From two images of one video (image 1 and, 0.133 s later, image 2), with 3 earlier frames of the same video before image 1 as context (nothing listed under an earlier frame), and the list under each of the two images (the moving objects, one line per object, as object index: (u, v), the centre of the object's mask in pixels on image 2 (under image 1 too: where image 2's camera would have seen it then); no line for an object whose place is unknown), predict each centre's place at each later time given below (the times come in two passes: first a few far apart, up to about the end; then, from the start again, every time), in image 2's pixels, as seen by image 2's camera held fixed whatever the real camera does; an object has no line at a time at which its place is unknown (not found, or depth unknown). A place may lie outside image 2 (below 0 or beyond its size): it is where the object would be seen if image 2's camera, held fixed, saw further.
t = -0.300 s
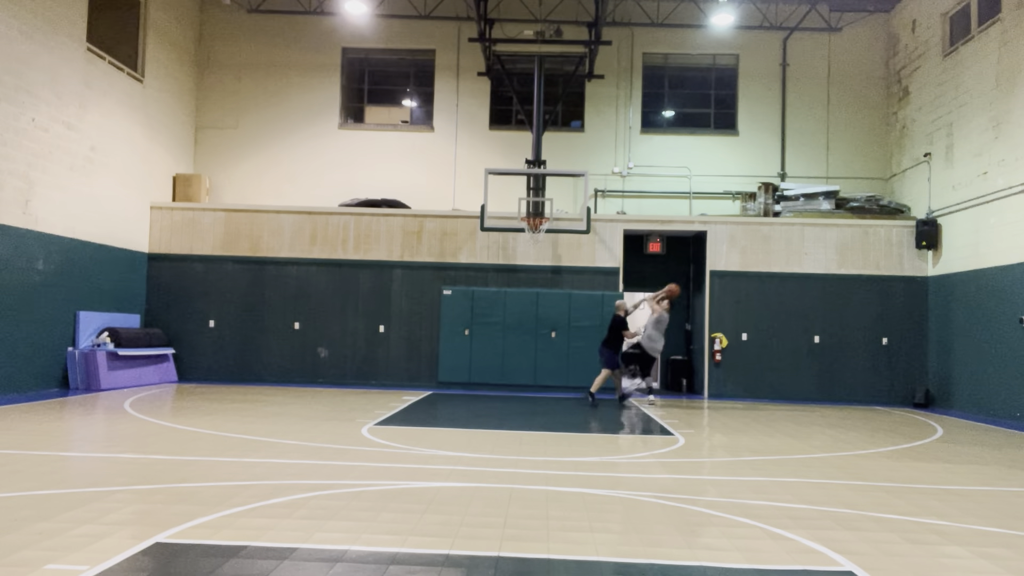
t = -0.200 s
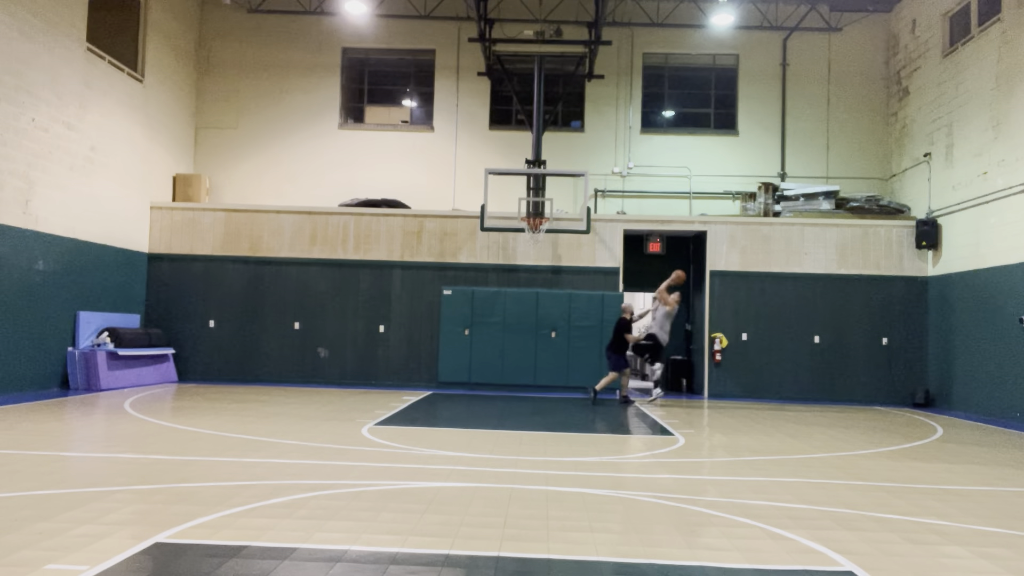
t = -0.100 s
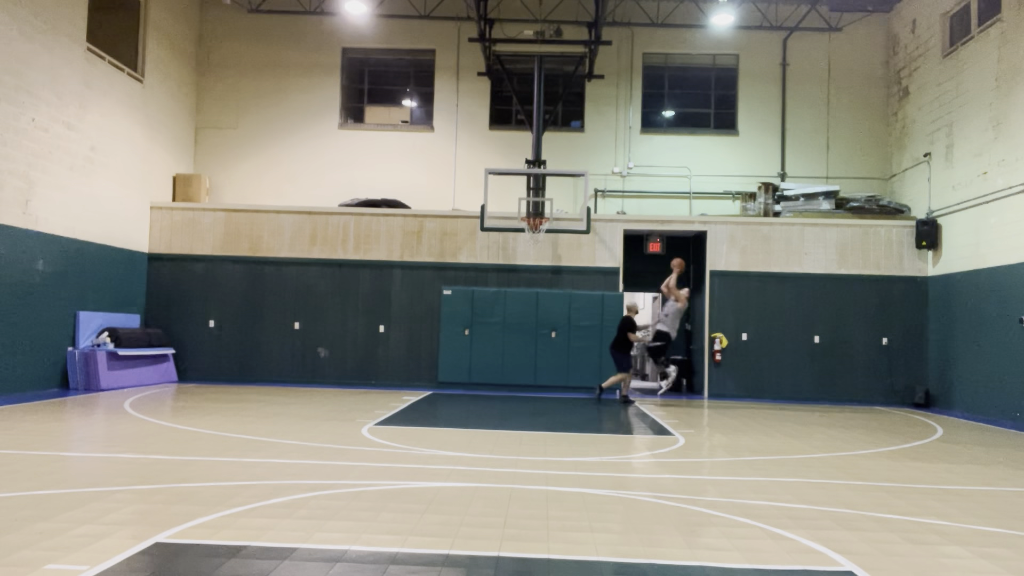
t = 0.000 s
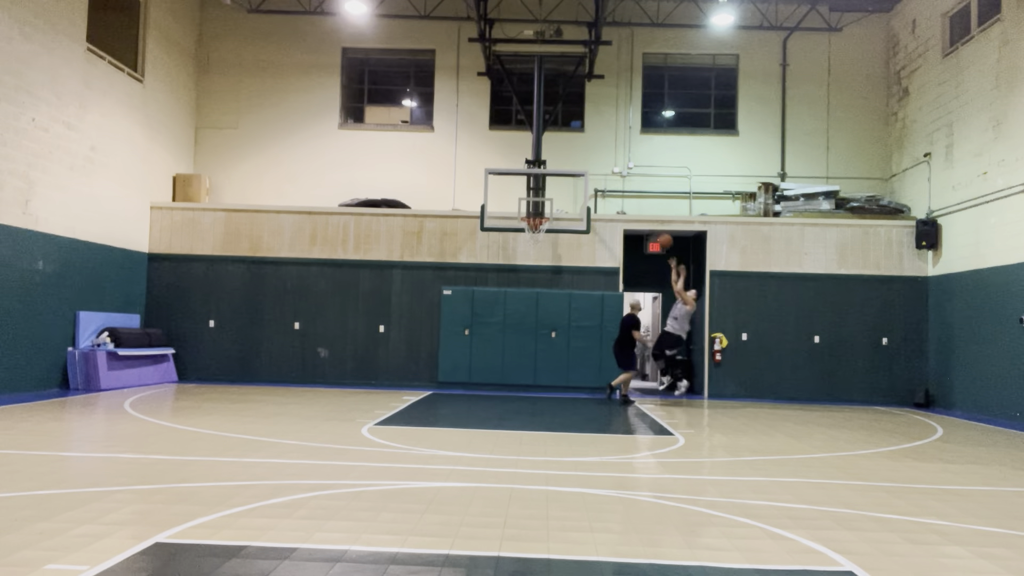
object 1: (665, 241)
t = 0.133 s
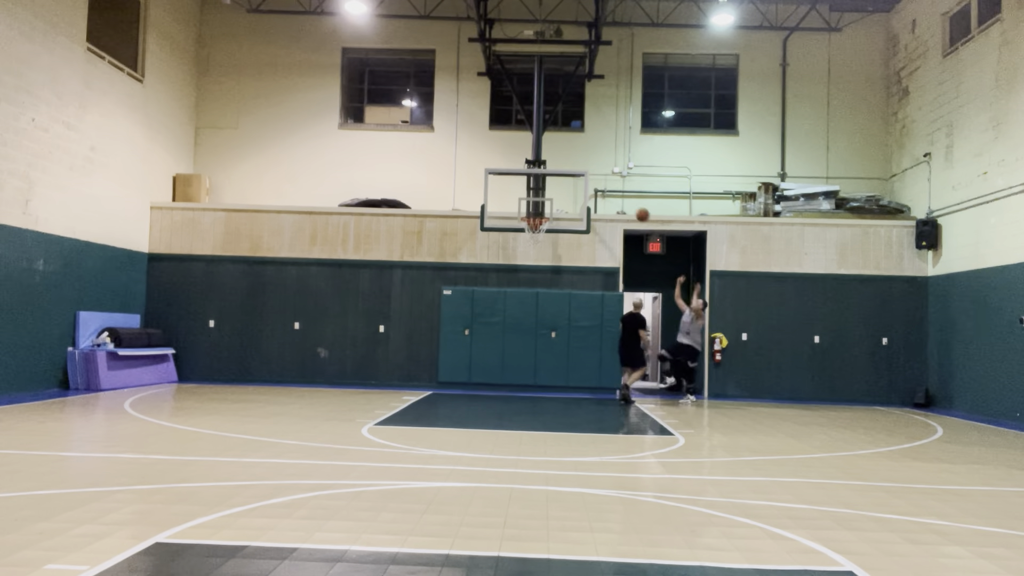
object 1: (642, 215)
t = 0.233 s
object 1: (625, 202)
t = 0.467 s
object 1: (586, 193)
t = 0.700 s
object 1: (546, 213)
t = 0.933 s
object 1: (535, 194)
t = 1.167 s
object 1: (525, 203)
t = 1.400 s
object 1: (512, 220)
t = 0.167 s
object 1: (637, 209)
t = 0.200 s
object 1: (631, 205)
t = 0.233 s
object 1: (625, 202)
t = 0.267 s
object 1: (619, 198)
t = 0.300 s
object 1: (613, 195)
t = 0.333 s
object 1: (608, 194)
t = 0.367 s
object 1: (602, 192)
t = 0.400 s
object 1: (597, 192)
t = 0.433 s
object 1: (591, 192)
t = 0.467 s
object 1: (586, 193)
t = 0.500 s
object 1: (580, 194)
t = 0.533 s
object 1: (574, 196)
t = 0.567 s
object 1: (569, 198)
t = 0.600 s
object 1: (563, 201)
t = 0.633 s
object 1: (557, 205)
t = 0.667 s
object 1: (552, 209)
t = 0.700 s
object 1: (546, 213)
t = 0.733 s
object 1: (544, 210)
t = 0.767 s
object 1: (543, 206)
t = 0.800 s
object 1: (541, 202)
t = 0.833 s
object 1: (540, 199)
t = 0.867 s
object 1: (539, 196)
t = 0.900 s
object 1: (537, 195)
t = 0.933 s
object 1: (535, 194)
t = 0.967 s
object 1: (534, 194)
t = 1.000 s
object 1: (533, 194)
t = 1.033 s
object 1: (531, 195)
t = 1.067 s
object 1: (530, 196)
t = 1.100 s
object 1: (528, 199)
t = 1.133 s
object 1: (526, 200)
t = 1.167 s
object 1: (525, 203)
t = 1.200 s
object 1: (524, 206)
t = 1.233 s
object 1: (523, 209)
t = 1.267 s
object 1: (521, 212)
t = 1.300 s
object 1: (520, 216)
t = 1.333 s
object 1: (517, 218)
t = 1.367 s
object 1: (515, 219)
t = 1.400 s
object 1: (512, 220)
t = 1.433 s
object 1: (510, 222)
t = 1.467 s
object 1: (508, 224)
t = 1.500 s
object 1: (506, 227)
